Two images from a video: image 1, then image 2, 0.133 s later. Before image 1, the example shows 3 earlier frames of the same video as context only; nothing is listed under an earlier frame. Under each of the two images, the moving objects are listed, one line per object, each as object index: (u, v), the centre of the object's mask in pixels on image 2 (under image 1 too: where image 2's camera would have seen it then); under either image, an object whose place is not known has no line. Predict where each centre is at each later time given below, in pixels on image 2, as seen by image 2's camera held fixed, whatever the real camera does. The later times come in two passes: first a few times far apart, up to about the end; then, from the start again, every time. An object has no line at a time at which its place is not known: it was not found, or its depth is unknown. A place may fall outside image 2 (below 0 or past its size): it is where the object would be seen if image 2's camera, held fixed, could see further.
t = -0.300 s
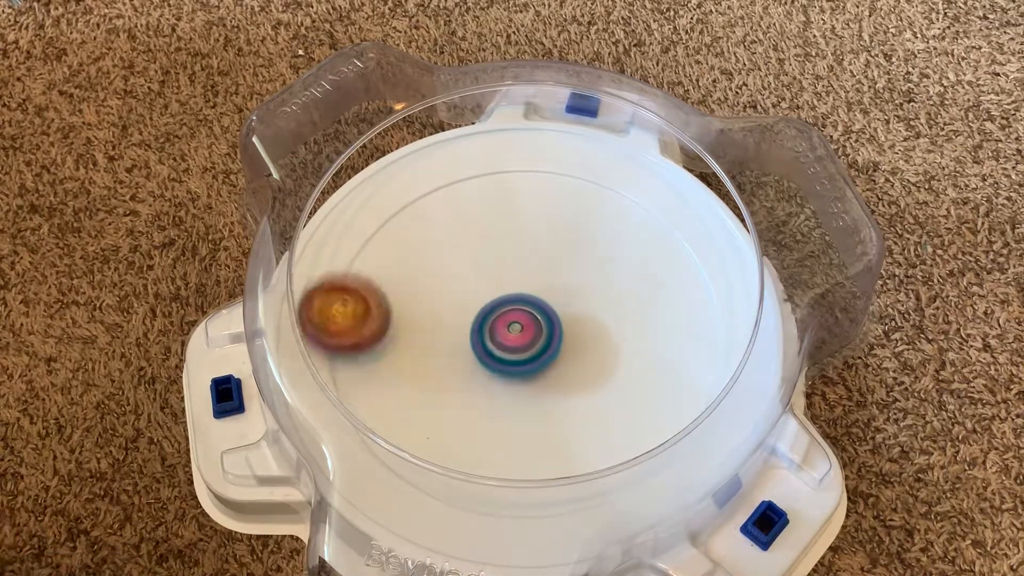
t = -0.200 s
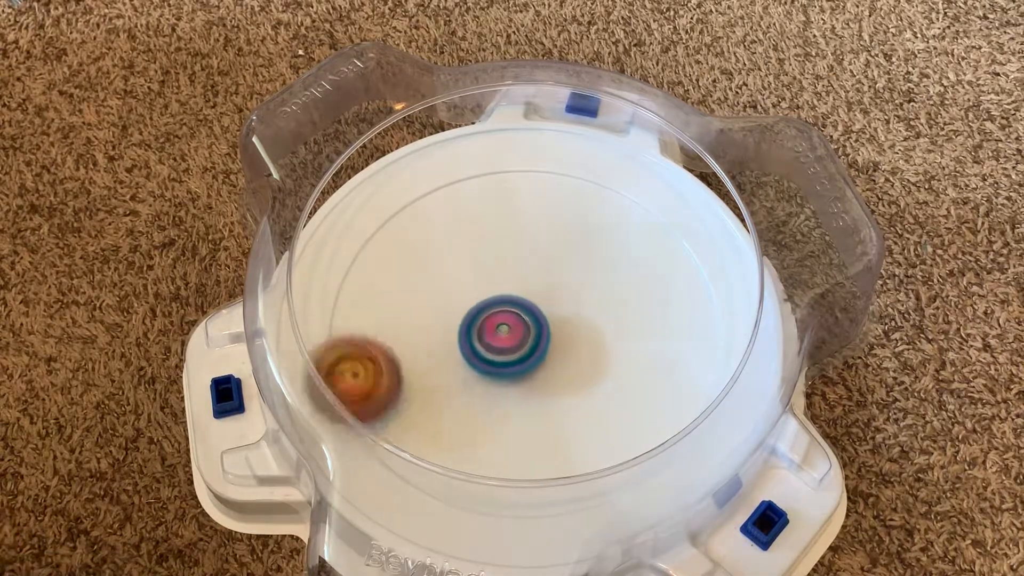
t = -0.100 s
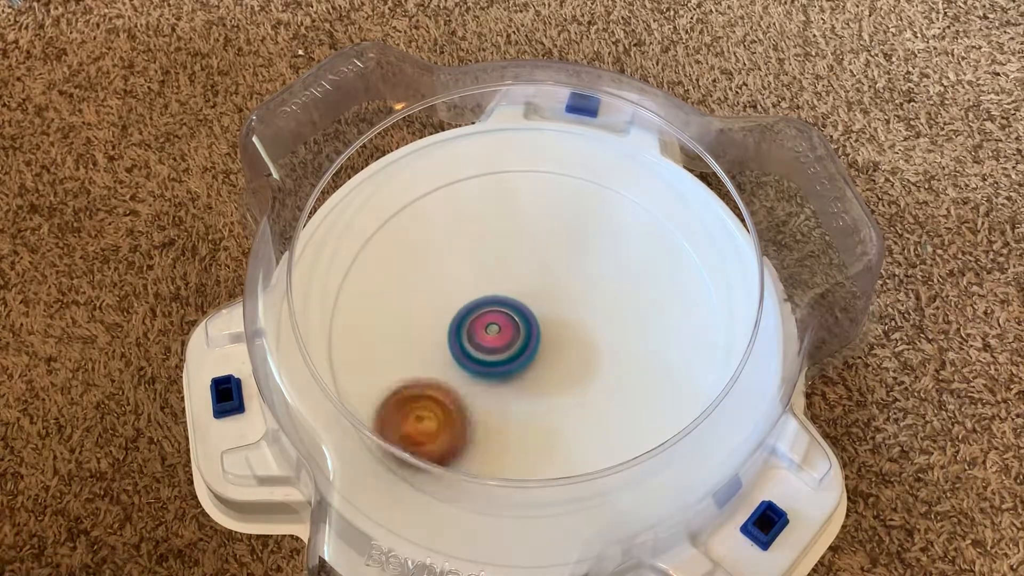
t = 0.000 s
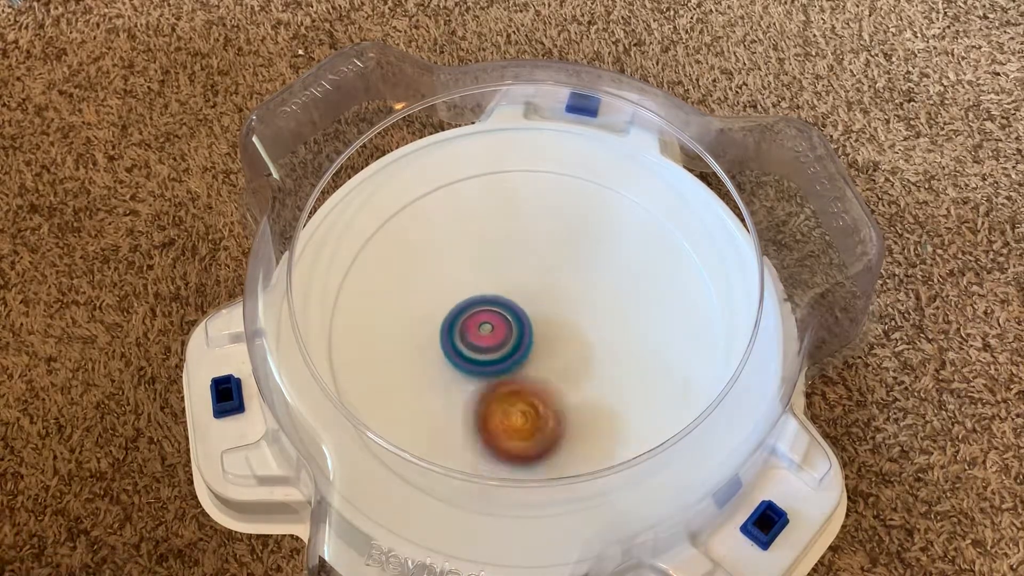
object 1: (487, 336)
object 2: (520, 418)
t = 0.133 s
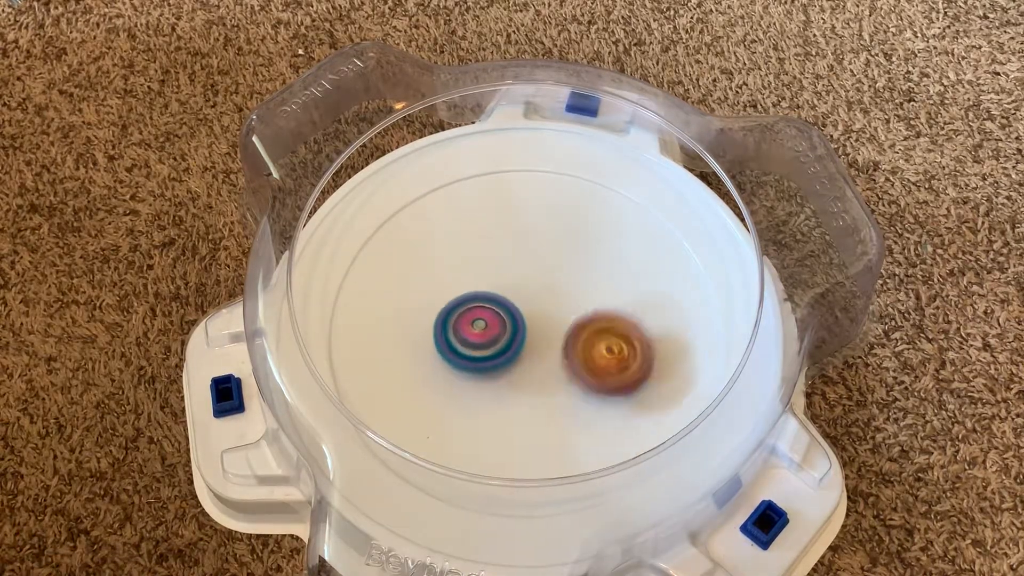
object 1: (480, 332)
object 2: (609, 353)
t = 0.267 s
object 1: (477, 326)
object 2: (634, 268)
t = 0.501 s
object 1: (479, 312)
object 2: (558, 161)
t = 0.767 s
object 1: (494, 316)
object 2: (416, 253)
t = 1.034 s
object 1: (576, 323)
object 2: (447, 392)
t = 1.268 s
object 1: (601, 285)
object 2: (585, 372)
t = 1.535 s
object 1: (567, 205)
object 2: (574, 374)
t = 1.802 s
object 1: (511, 276)
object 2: (494, 354)
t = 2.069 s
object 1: (530, 315)
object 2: (433, 423)
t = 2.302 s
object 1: (584, 327)
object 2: (454, 406)
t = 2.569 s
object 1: (597, 288)
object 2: (422, 348)
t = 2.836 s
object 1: (533, 315)
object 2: (450, 273)
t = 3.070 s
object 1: (506, 346)
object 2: (469, 235)
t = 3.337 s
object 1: (484, 350)
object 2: (531, 269)
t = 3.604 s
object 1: (465, 354)
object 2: (611, 281)
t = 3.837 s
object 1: (475, 325)
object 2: (625, 332)
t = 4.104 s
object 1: (495, 295)
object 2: (564, 380)
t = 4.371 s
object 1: (528, 284)
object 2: (484, 365)
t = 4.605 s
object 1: (553, 292)
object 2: (457, 310)
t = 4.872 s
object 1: (565, 318)
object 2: (491, 252)
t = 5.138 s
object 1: (549, 345)
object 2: (557, 244)
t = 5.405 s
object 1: (516, 354)
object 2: (595, 290)
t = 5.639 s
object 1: (487, 342)
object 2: (591, 345)
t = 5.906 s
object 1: (476, 315)
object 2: (549, 382)
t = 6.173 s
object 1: (496, 269)
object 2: (486, 390)
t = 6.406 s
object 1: (524, 254)
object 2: (466, 374)
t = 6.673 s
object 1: (561, 280)
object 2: (503, 335)
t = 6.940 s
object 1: (591, 315)
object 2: (501, 340)
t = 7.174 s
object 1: (588, 361)
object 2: (483, 313)
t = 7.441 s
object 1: (552, 386)
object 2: (485, 286)
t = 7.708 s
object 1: (483, 367)
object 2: (548, 314)
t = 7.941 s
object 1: (455, 321)
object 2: (562, 322)
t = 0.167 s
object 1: (478, 331)
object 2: (621, 332)
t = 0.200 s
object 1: (478, 329)
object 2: (629, 310)
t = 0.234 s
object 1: (477, 328)
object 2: (634, 289)
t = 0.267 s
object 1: (477, 326)
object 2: (634, 268)
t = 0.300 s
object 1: (476, 325)
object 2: (632, 247)
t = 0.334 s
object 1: (476, 323)
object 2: (627, 227)
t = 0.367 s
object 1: (477, 321)
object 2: (619, 209)
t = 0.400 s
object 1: (478, 319)
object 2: (608, 193)
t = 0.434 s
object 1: (478, 317)
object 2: (594, 179)
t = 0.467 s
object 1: (478, 314)
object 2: (577, 168)
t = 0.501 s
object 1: (479, 312)
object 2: (558, 161)
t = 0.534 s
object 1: (480, 310)
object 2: (537, 160)
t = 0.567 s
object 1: (481, 308)
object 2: (515, 164)
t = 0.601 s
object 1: (481, 306)
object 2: (492, 173)
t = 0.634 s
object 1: (482, 304)
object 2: (471, 186)
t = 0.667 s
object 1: (483, 302)
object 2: (454, 204)
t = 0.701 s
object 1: (485, 300)
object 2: (439, 225)
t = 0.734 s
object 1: (489, 307)
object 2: (427, 239)
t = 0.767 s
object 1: (494, 316)
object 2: (416, 253)
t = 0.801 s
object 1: (499, 323)
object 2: (408, 271)
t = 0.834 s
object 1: (504, 328)
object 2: (407, 291)
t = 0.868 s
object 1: (509, 331)
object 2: (410, 313)
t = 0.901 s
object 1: (515, 333)
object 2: (420, 333)
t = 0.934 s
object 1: (527, 333)
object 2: (426, 350)
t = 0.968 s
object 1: (547, 330)
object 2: (428, 366)
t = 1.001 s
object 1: (563, 328)
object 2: (434, 380)
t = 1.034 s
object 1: (576, 323)
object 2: (447, 392)
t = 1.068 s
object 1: (585, 317)
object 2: (464, 402)
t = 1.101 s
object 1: (592, 312)
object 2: (485, 409)
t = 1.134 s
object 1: (597, 305)
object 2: (507, 410)
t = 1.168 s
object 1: (600, 299)
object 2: (530, 407)
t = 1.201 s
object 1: (602, 294)
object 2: (551, 399)
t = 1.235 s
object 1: (602, 289)
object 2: (569, 388)
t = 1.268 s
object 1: (601, 285)
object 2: (585, 372)
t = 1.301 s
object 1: (599, 280)
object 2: (593, 360)
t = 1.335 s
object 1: (602, 257)
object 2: (593, 367)
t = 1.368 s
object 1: (602, 238)
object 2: (590, 372)
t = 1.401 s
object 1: (599, 222)
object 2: (587, 375)
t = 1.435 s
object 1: (593, 213)
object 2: (584, 376)
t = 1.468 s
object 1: (586, 207)
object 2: (581, 377)
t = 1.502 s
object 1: (576, 205)
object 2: (578, 376)
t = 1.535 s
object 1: (567, 205)
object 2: (574, 374)
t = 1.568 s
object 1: (557, 209)
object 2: (568, 371)
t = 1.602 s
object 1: (547, 215)
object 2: (560, 368)
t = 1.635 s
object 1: (539, 222)
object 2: (550, 365)
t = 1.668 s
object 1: (531, 232)
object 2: (540, 362)
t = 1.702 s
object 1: (524, 243)
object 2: (530, 359)
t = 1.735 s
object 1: (517, 254)
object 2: (520, 356)
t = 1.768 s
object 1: (513, 266)
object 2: (509, 353)
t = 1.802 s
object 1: (511, 276)
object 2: (494, 354)
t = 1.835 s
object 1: (516, 278)
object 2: (474, 365)
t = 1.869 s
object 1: (520, 281)
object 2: (459, 374)
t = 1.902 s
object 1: (523, 285)
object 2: (448, 383)
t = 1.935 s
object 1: (525, 290)
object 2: (441, 392)
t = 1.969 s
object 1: (527, 295)
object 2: (433, 400)
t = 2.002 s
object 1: (528, 302)
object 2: (430, 409)
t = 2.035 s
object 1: (528, 308)
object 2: (429, 417)
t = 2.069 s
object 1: (530, 315)
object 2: (433, 423)
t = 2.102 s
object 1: (531, 322)
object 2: (439, 427)
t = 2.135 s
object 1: (533, 329)
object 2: (450, 429)
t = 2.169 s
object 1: (535, 335)
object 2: (462, 428)
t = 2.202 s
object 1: (536, 342)
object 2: (477, 419)
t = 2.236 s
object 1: (543, 345)
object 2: (481, 411)
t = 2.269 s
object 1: (565, 336)
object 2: (467, 409)
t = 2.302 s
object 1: (584, 327)
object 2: (454, 406)
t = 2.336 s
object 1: (598, 317)
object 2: (444, 403)
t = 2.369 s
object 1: (608, 310)
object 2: (437, 396)
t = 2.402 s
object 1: (613, 303)
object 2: (430, 391)
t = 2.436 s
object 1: (614, 297)
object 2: (426, 384)
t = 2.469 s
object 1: (612, 293)
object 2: (422, 376)
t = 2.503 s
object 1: (608, 290)
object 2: (421, 366)
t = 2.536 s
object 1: (603, 288)
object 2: (420, 357)
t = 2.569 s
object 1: (597, 288)
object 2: (422, 348)
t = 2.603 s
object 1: (589, 289)
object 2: (424, 338)
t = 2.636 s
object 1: (581, 291)
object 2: (428, 329)
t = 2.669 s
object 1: (573, 294)
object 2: (432, 318)
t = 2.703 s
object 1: (563, 297)
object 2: (435, 310)
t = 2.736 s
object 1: (555, 301)
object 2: (438, 300)
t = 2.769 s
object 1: (547, 305)
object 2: (442, 292)
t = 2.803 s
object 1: (540, 310)
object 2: (447, 282)
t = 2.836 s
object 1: (533, 315)
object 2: (450, 273)
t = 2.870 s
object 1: (528, 320)
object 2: (455, 265)
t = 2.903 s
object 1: (524, 326)
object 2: (456, 256)
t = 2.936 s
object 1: (520, 332)
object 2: (459, 250)
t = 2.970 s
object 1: (516, 336)
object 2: (460, 244)
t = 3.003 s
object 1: (513, 340)
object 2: (462, 241)
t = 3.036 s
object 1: (509, 343)
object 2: (465, 236)
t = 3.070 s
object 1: (506, 346)
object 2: (469, 235)
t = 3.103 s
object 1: (504, 348)
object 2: (473, 235)
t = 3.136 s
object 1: (501, 349)
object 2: (477, 238)
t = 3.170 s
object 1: (499, 349)
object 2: (483, 242)
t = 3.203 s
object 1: (496, 349)
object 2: (487, 247)
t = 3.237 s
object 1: (494, 349)
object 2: (496, 252)
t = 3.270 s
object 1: (491, 349)
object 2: (505, 259)
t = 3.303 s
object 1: (489, 347)
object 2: (516, 265)
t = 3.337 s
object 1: (484, 350)
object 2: (531, 269)
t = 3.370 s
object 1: (476, 354)
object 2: (548, 268)
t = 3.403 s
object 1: (471, 358)
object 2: (562, 267)
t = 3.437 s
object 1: (469, 360)
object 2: (572, 267)
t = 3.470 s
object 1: (467, 361)
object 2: (580, 268)
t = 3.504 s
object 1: (465, 360)
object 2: (588, 269)
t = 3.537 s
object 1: (465, 359)
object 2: (596, 272)
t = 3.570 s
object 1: (464, 357)
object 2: (604, 275)
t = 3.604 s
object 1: (465, 354)
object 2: (611, 281)
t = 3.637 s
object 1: (466, 351)
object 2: (618, 286)
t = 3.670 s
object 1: (466, 347)
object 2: (623, 294)
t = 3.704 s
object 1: (468, 343)
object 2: (627, 301)
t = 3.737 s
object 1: (470, 338)
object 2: (628, 309)
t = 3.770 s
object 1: (471, 334)
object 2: (629, 316)
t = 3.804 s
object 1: (473, 329)
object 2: (628, 325)
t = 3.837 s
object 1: (475, 325)
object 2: (625, 332)
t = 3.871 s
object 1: (477, 320)
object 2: (622, 341)
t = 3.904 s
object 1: (479, 316)
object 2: (616, 347)
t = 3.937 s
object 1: (481, 312)
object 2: (610, 355)
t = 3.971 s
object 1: (483, 308)
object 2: (601, 361)
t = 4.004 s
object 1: (486, 304)
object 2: (595, 367)
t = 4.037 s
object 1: (489, 301)
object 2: (584, 372)
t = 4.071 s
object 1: (492, 298)
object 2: (575, 376)
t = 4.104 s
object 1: (495, 295)
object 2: (564, 380)
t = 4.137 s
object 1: (499, 292)
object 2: (554, 381)
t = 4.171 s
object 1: (503, 290)
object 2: (544, 383)
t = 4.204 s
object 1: (507, 288)
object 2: (532, 383)
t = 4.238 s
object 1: (511, 287)
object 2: (521, 381)
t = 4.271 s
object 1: (516, 286)
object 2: (511, 378)
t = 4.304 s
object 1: (520, 285)
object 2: (502, 375)
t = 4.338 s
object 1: (524, 284)
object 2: (492, 370)
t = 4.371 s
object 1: (528, 284)
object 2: (484, 365)
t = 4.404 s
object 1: (533, 284)
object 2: (477, 359)
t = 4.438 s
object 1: (536, 284)
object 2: (471, 352)
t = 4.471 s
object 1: (540, 285)
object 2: (466, 344)
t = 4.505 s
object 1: (544, 286)
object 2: (463, 336)
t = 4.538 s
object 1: (547, 288)
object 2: (459, 327)
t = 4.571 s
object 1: (550, 290)
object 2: (458, 318)
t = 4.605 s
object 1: (553, 292)
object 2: (457, 310)
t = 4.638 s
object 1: (556, 295)
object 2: (457, 300)
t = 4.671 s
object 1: (559, 297)
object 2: (459, 293)
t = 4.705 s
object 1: (561, 300)
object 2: (462, 285)
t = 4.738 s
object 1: (562, 303)
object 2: (466, 278)
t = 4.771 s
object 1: (564, 307)
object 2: (470, 271)
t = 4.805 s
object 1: (565, 310)
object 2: (477, 264)
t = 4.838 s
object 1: (565, 314)
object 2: (483, 258)
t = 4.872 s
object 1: (565, 318)
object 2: (491, 252)
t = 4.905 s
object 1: (564, 322)
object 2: (499, 248)
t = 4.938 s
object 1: (563, 326)
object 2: (507, 244)
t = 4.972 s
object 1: (562, 329)
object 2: (515, 243)
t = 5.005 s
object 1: (560, 333)
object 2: (523, 241)
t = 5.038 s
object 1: (558, 336)
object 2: (532, 241)
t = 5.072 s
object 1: (556, 340)
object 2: (541, 240)
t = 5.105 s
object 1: (553, 343)
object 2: (550, 243)
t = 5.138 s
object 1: (549, 345)
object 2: (557, 244)
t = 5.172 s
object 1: (546, 348)
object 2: (565, 247)
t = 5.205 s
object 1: (542, 350)
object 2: (571, 250)
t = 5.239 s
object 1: (538, 351)
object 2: (577, 254)
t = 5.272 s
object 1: (534, 353)
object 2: (582, 261)
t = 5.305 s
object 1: (530, 354)
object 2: (586, 266)
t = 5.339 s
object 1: (525, 354)
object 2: (590, 274)
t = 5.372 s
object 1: (521, 354)
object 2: (592, 281)
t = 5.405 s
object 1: (516, 354)
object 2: (595, 290)
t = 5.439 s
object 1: (512, 353)
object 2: (596, 297)
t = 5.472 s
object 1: (507, 352)
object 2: (598, 305)
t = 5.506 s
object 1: (503, 351)
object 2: (597, 313)
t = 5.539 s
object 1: (499, 349)
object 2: (597, 320)
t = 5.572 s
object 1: (495, 347)
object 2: (595, 329)
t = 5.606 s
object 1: (491, 345)
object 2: (593, 336)
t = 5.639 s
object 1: (487, 342)
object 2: (591, 345)
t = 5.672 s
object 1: (485, 340)
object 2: (588, 352)
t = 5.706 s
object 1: (482, 336)
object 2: (585, 358)
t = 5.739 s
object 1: (480, 333)
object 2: (580, 365)
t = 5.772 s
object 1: (479, 330)
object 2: (575, 368)
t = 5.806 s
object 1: (477, 327)
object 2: (568, 373)
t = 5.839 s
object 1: (477, 323)
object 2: (562, 377)
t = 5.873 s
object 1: (476, 319)
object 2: (556, 381)
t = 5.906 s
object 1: (476, 315)
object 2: (549, 382)
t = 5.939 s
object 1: (476, 312)
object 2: (545, 382)
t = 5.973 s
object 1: (477, 308)
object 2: (537, 381)
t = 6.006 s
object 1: (478, 305)
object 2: (530, 378)
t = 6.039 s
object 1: (479, 301)
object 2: (522, 376)
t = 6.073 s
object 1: (481, 298)
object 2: (514, 373)
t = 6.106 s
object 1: (486, 289)
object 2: (503, 379)
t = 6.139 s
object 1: (491, 277)
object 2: (494, 386)
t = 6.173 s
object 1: (496, 269)
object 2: (486, 390)
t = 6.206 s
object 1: (500, 263)
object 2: (479, 393)
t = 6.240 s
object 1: (504, 259)
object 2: (476, 392)
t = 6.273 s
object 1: (507, 256)
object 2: (472, 390)
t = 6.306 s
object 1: (511, 254)
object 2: (471, 388)
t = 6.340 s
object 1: (515, 253)
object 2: (470, 385)
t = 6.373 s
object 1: (520, 253)
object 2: (466, 380)
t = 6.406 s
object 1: (524, 254)
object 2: (466, 374)
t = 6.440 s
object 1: (528, 256)
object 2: (467, 366)
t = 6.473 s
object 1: (532, 258)
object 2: (469, 359)
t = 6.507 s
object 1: (537, 262)
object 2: (475, 354)
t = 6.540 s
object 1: (542, 265)
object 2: (480, 349)
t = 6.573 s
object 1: (547, 269)
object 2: (484, 345)
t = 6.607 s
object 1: (551, 273)
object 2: (492, 340)
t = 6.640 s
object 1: (556, 276)
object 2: (498, 338)
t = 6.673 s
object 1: (561, 280)
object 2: (503, 335)
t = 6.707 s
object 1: (567, 283)
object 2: (505, 335)
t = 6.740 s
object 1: (573, 286)
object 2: (504, 337)
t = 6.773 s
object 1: (577, 290)
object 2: (504, 337)
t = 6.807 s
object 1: (581, 293)
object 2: (504, 336)
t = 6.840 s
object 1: (583, 297)
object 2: (506, 337)
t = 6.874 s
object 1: (585, 301)
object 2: (509, 338)
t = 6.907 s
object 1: (588, 308)
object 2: (504, 340)
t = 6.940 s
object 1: (591, 315)
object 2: (501, 340)
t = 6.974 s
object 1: (592, 321)
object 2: (497, 338)
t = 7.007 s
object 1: (593, 328)
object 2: (494, 339)
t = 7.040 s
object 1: (592, 333)
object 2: (493, 335)
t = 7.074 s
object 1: (589, 339)
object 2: (490, 332)
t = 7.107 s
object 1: (586, 344)
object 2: (493, 331)
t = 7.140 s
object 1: (584, 350)
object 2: (491, 321)
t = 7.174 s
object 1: (588, 361)
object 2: (483, 313)
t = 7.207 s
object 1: (590, 370)
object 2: (477, 301)
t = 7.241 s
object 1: (590, 375)
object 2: (470, 290)
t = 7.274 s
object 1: (587, 379)
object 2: (468, 284)
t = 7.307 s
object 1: (582, 382)
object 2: (470, 281)
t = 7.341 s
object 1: (575, 384)
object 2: (472, 281)
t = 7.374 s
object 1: (568, 386)
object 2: (476, 281)
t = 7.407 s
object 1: (561, 386)
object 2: (480, 285)
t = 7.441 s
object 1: (552, 386)
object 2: (485, 286)
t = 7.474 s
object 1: (543, 385)
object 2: (491, 289)
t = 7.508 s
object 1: (535, 384)
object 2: (498, 292)
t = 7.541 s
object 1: (527, 381)
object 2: (505, 298)
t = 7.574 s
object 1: (517, 379)
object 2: (511, 301)
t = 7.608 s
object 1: (507, 378)
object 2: (521, 303)
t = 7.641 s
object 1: (499, 375)
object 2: (531, 306)
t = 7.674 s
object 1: (491, 371)
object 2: (540, 310)
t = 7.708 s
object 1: (483, 367)
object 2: (548, 314)
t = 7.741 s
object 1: (476, 361)
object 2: (556, 319)
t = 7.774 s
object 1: (471, 356)
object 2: (563, 321)
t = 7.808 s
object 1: (466, 349)
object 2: (568, 321)
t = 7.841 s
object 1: (461, 341)
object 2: (570, 321)
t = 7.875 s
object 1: (458, 335)
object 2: (569, 322)
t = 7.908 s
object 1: (457, 328)
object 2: (566, 322)
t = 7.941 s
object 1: (455, 321)
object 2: (562, 322)
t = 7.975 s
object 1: (455, 314)
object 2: (558, 322)
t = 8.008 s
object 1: (456, 308)
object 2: (552, 321)
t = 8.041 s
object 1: (459, 301)
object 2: (547, 318)
